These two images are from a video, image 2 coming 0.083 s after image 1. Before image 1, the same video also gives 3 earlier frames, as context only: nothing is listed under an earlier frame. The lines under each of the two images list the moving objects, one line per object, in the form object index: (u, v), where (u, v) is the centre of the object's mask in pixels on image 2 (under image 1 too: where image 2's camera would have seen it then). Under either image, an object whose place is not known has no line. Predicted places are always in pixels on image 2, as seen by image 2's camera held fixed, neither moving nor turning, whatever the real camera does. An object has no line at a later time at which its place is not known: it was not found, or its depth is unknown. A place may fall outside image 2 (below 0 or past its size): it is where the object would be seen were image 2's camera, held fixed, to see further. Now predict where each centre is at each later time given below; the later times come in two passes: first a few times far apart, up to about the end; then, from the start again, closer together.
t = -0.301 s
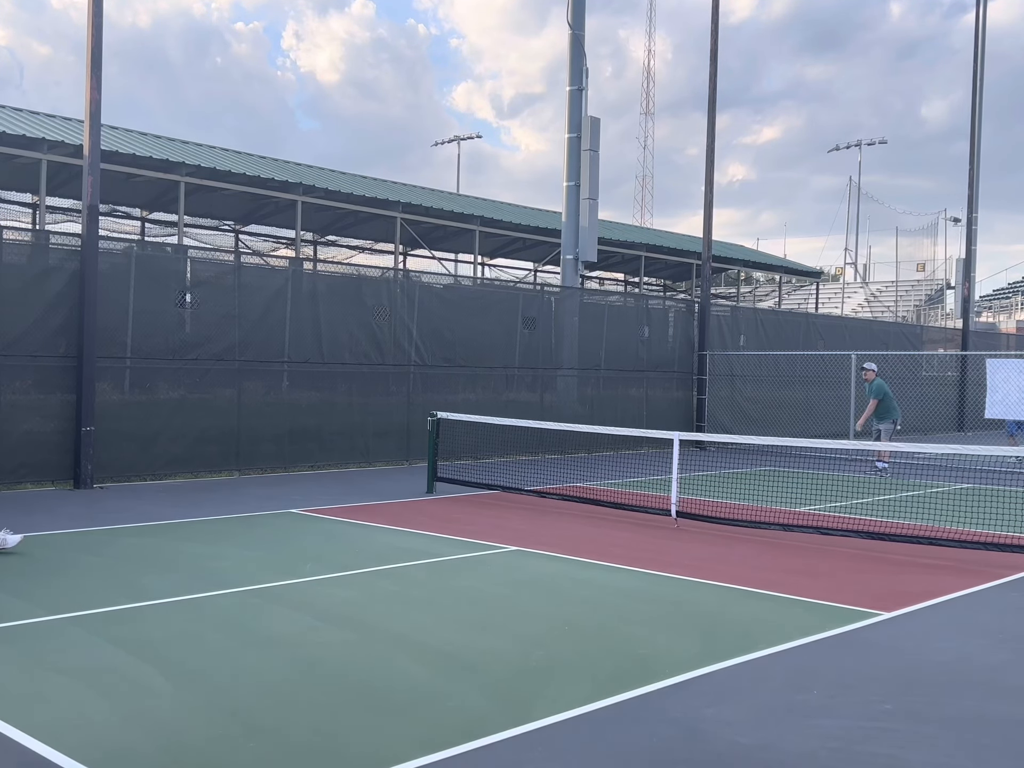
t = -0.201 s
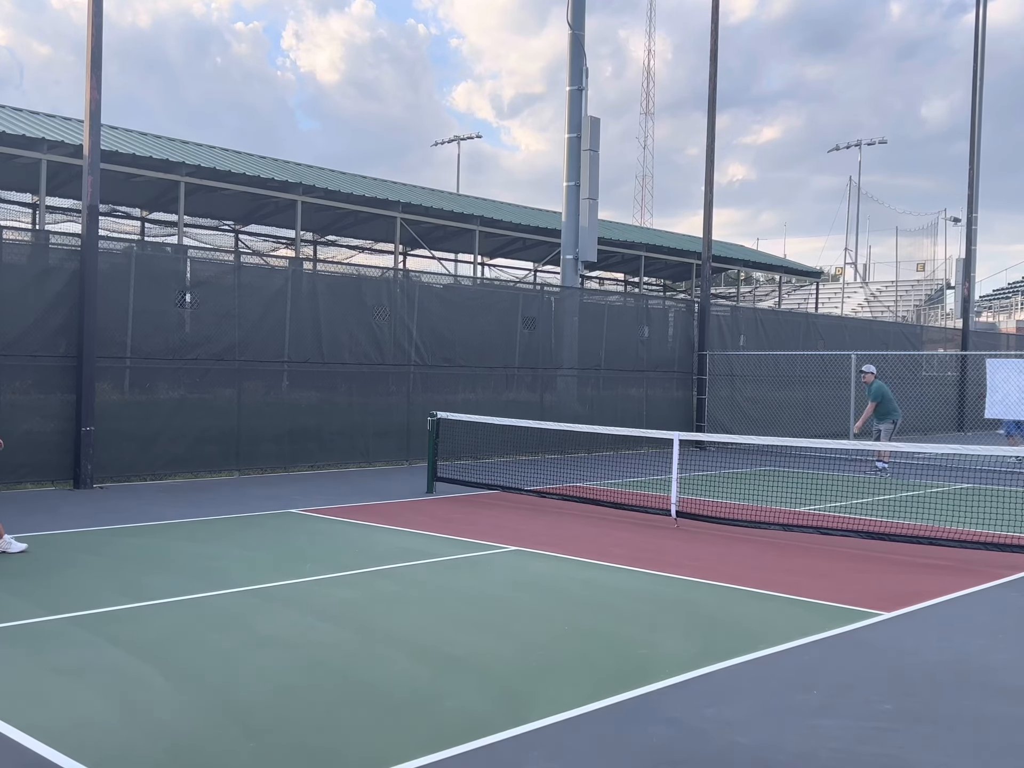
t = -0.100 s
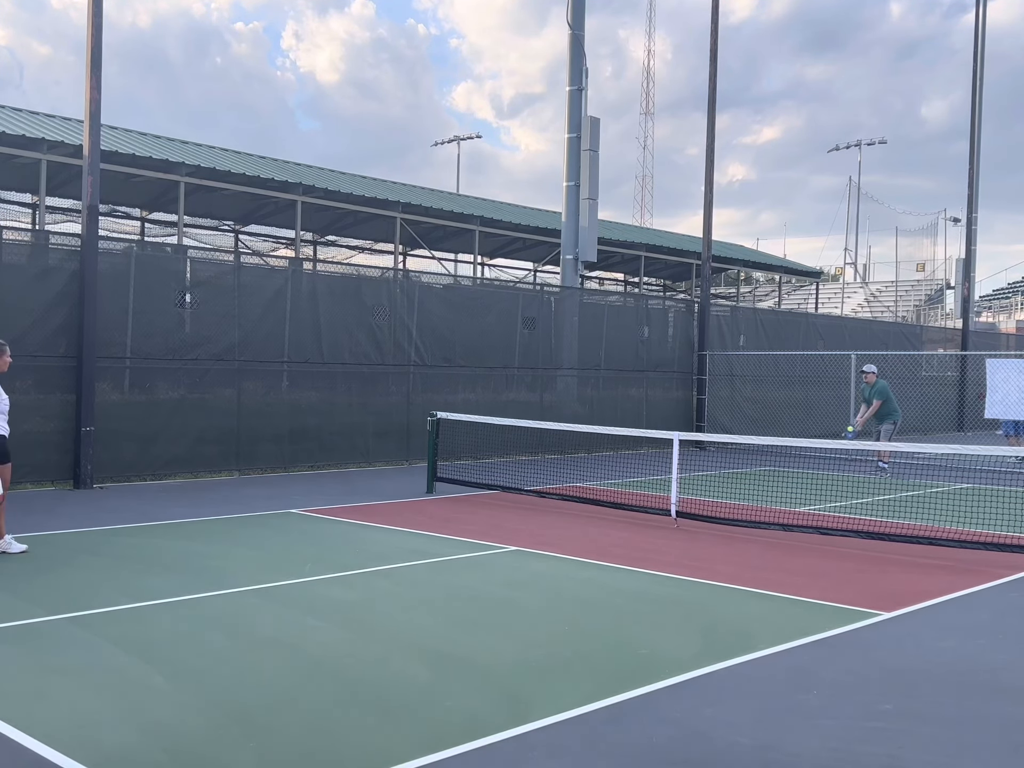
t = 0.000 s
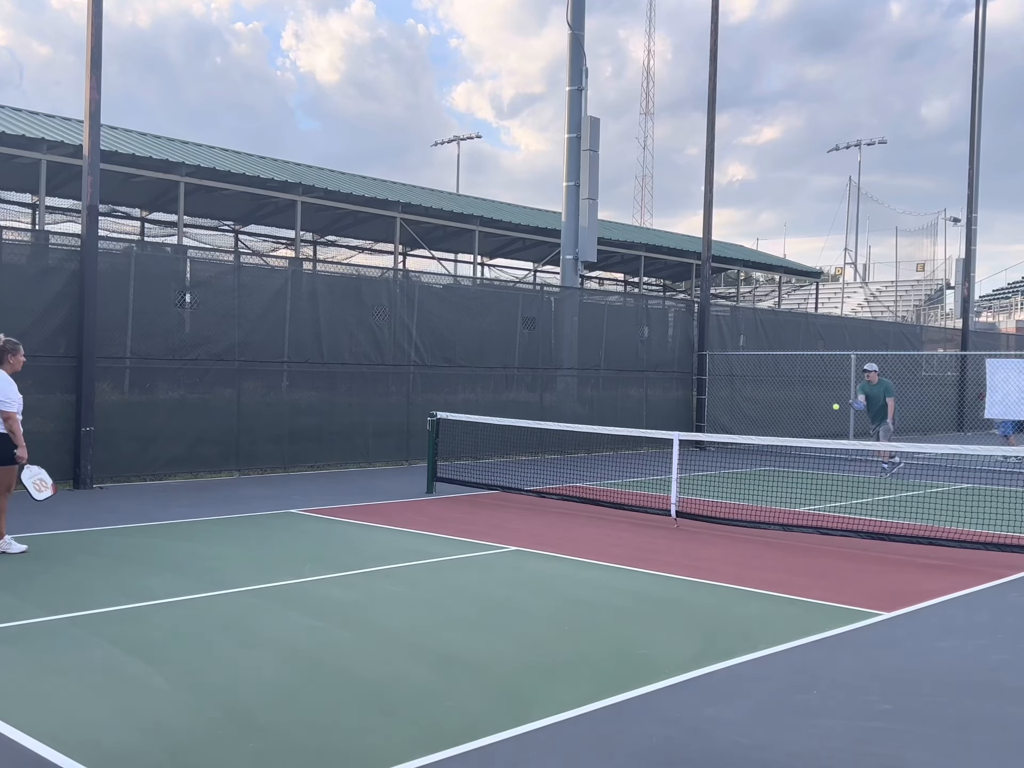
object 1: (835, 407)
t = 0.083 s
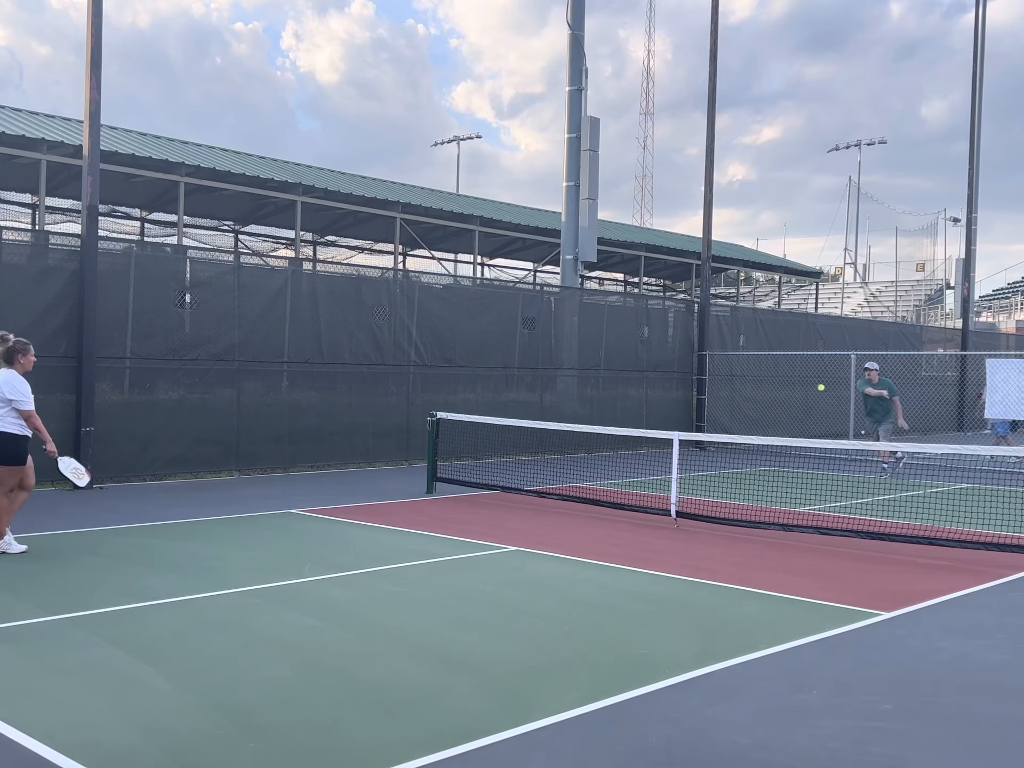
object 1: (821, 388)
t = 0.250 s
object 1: (786, 363)
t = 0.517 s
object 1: (711, 377)
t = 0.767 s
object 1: (603, 498)
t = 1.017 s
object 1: (469, 562)
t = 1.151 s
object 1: (394, 538)
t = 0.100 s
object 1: (818, 384)
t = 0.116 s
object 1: (814, 381)
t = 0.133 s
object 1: (811, 378)
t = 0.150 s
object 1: (808, 375)
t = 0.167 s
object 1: (804, 373)
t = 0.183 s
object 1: (801, 370)
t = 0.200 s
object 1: (797, 368)
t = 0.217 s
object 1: (793, 366)
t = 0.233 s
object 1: (790, 364)
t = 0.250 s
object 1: (786, 363)
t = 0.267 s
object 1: (782, 361)
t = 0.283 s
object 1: (778, 360)
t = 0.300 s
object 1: (774, 359)
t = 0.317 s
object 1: (770, 359)
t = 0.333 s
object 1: (766, 358)
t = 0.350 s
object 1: (762, 358)
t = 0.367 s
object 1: (757, 359)
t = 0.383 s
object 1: (753, 359)
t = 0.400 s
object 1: (748, 360)
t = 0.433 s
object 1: (738, 363)
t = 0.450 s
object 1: (733, 365)
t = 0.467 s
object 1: (728, 368)
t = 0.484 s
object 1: (722, 370)
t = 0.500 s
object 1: (717, 373)
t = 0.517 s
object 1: (711, 377)
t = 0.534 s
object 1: (705, 381)
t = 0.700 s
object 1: (637, 451)
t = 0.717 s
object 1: (628, 461)
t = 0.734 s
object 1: (620, 473)
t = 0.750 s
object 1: (612, 485)
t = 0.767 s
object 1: (603, 498)
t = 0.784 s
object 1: (594, 512)
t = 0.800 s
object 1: (584, 526)
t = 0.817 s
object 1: (574, 542)
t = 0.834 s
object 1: (564, 559)
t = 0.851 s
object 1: (553, 577)
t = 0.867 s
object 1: (542, 595)
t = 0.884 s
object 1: (531, 616)
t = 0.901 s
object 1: (523, 610)
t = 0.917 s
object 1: (516, 602)
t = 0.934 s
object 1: (509, 594)
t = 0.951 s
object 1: (501, 587)
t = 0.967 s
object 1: (494, 580)
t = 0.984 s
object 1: (486, 574)
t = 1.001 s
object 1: (478, 567)
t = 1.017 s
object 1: (469, 562)
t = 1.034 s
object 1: (461, 557)
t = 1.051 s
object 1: (452, 553)
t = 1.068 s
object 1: (443, 549)
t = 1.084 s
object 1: (434, 545)
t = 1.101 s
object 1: (424, 543)
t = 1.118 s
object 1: (414, 540)
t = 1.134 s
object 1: (404, 539)
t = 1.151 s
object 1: (394, 538)
